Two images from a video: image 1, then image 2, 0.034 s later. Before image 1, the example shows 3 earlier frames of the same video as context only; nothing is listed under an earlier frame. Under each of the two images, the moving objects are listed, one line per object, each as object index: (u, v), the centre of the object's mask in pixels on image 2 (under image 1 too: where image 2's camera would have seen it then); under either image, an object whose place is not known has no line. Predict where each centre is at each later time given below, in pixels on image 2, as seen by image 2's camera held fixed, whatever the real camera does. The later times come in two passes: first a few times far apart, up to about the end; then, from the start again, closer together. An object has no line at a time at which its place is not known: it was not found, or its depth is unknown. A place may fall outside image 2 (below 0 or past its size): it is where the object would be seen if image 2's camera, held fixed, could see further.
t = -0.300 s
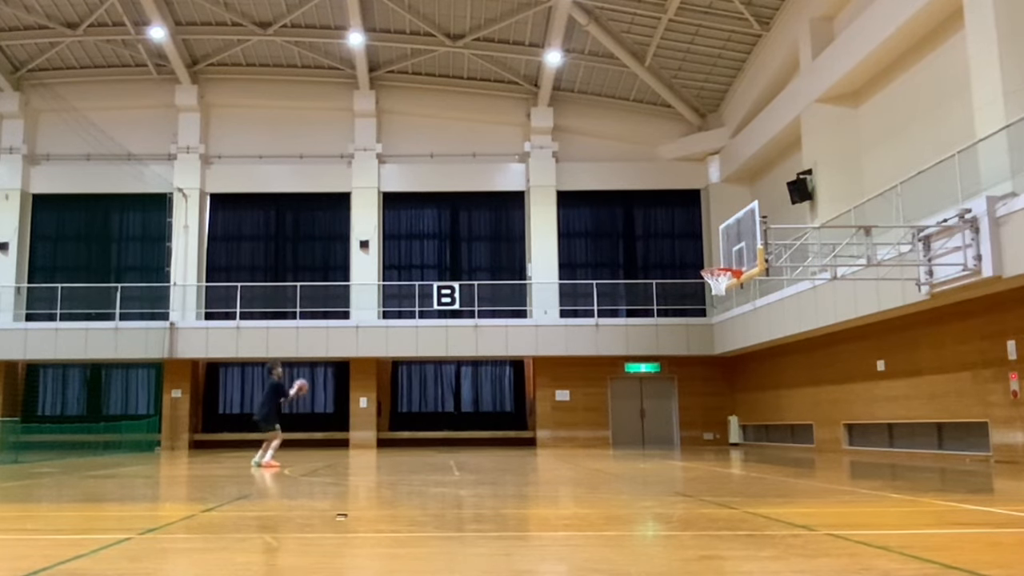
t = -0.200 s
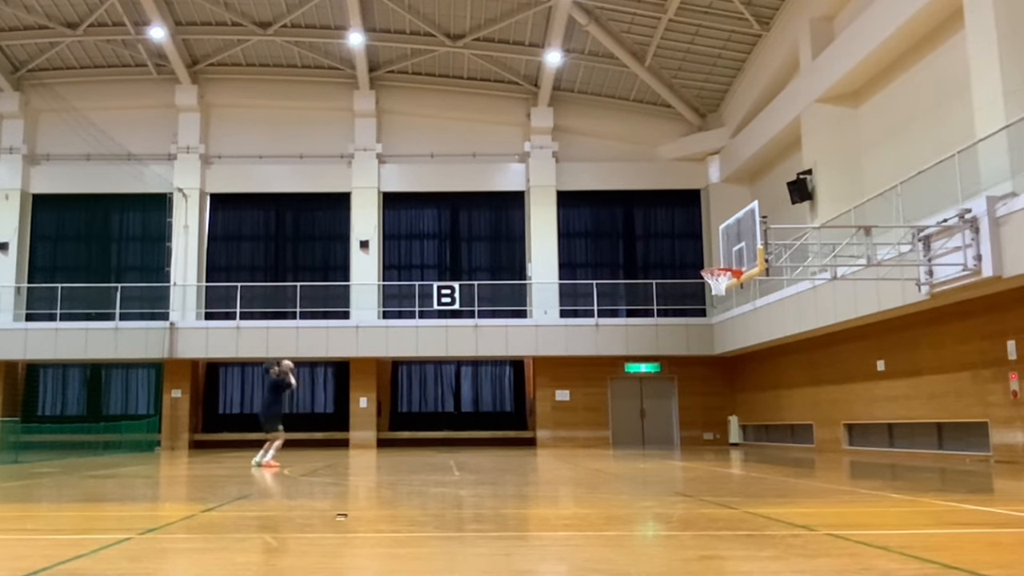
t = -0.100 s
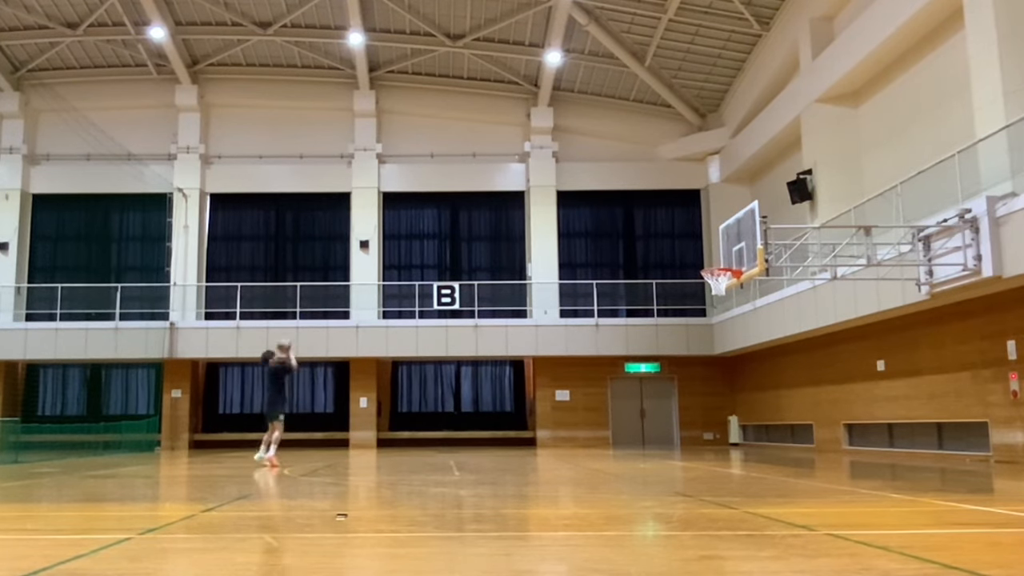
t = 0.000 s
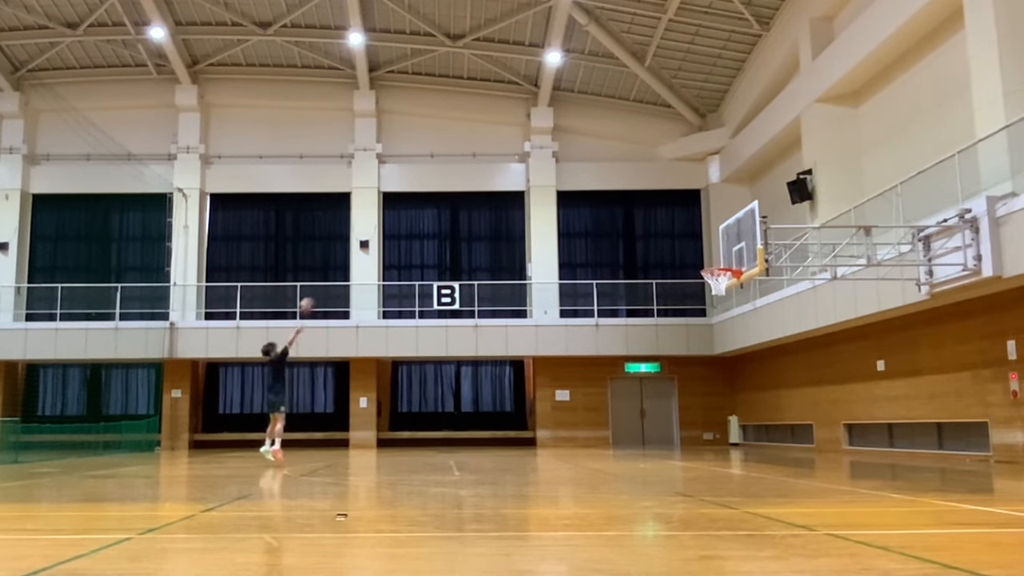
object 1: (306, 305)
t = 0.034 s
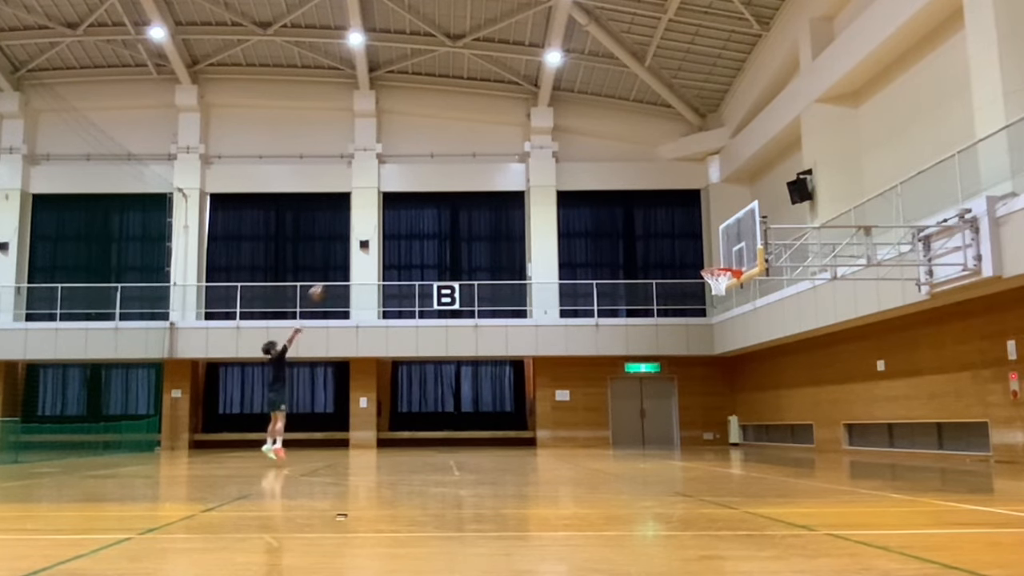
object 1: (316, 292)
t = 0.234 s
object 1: (377, 226)
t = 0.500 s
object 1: (457, 174)
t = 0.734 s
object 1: (526, 159)
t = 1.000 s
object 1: (608, 179)
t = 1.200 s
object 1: (672, 221)
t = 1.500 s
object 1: (710, 315)
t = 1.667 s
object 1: (697, 377)
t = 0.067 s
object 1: (327, 279)
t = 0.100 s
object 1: (337, 269)
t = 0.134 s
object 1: (347, 257)
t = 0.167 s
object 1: (358, 246)
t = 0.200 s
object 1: (367, 237)
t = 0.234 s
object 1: (377, 226)
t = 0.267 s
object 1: (388, 218)
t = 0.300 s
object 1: (398, 209)
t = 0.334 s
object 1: (407, 201)
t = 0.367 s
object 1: (417, 196)
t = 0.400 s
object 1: (427, 190)
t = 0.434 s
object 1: (437, 183)
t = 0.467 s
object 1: (447, 178)
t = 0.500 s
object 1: (457, 174)
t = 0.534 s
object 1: (467, 169)
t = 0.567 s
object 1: (477, 166)
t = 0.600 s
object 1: (487, 162)
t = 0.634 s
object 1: (497, 161)
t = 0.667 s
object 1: (507, 160)
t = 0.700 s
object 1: (517, 159)
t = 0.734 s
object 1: (526, 159)
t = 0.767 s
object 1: (537, 159)
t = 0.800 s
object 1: (547, 160)
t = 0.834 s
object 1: (557, 162)
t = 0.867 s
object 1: (567, 163)
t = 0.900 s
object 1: (577, 167)
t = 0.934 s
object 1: (587, 170)
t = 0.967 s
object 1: (598, 174)
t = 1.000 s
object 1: (608, 179)
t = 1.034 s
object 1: (618, 184)
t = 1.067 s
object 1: (630, 191)
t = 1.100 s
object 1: (640, 197)
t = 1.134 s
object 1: (650, 205)
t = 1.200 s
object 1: (672, 221)
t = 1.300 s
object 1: (703, 250)
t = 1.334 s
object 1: (714, 261)
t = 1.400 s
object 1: (721, 287)
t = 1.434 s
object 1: (719, 295)
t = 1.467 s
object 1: (714, 305)
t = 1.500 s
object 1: (710, 315)
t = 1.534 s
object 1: (708, 326)
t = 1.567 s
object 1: (705, 337)
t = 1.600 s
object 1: (703, 351)
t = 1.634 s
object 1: (699, 365)
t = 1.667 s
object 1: (697, 377)
